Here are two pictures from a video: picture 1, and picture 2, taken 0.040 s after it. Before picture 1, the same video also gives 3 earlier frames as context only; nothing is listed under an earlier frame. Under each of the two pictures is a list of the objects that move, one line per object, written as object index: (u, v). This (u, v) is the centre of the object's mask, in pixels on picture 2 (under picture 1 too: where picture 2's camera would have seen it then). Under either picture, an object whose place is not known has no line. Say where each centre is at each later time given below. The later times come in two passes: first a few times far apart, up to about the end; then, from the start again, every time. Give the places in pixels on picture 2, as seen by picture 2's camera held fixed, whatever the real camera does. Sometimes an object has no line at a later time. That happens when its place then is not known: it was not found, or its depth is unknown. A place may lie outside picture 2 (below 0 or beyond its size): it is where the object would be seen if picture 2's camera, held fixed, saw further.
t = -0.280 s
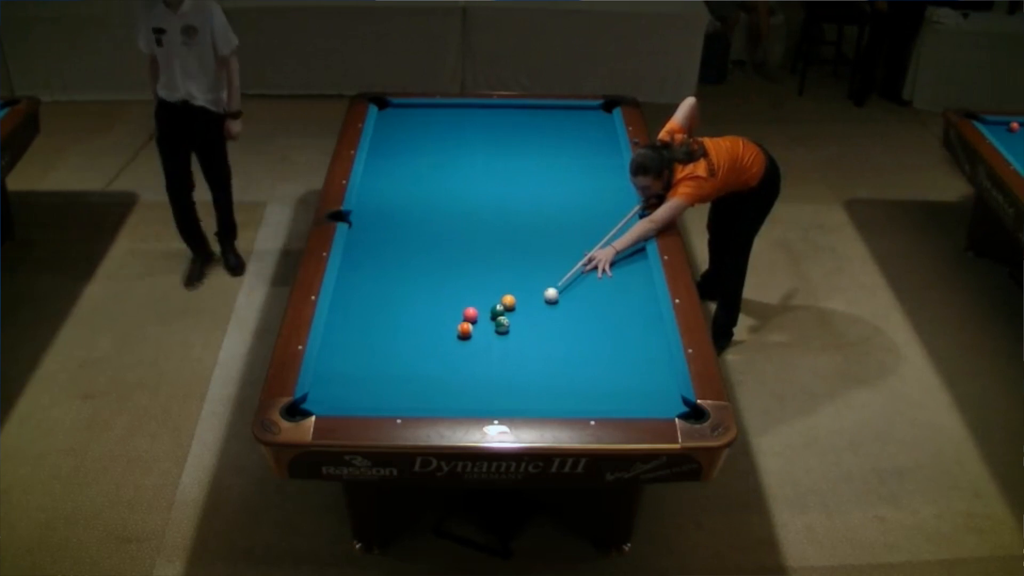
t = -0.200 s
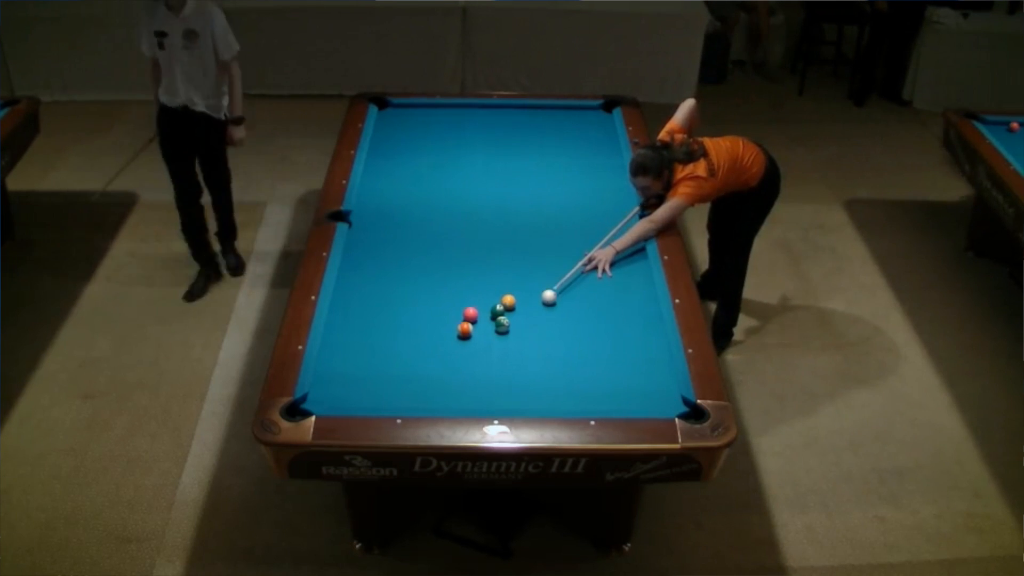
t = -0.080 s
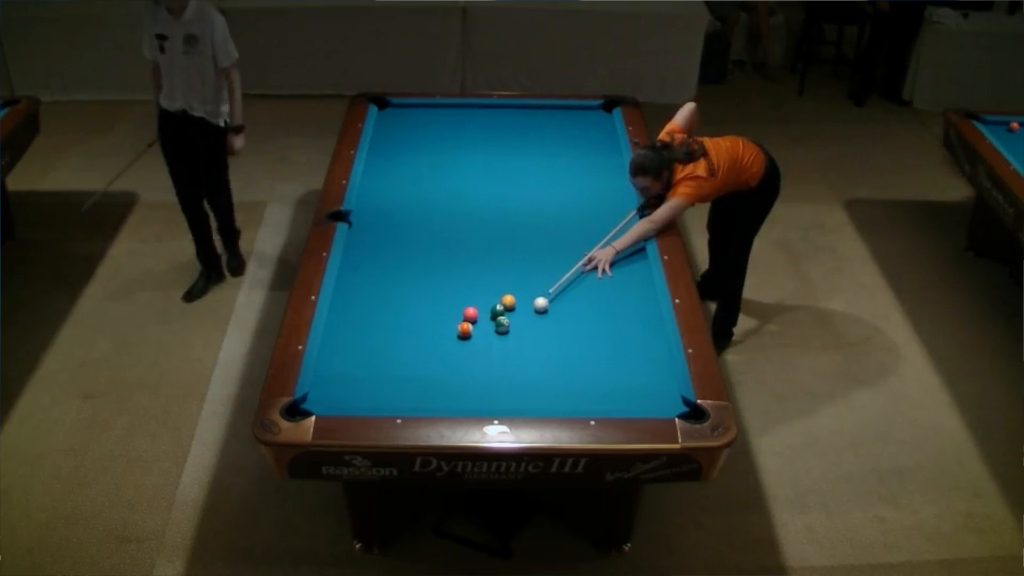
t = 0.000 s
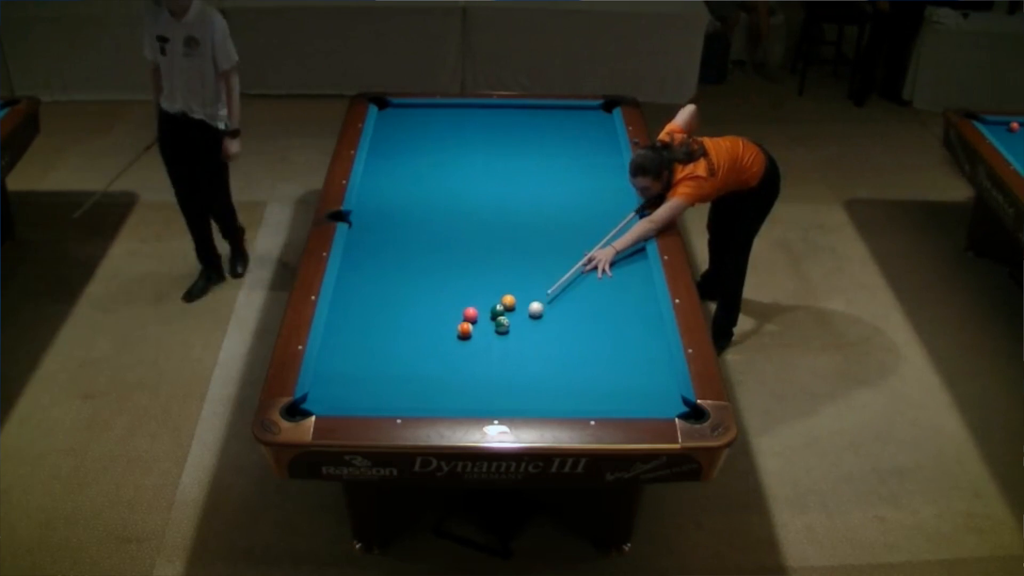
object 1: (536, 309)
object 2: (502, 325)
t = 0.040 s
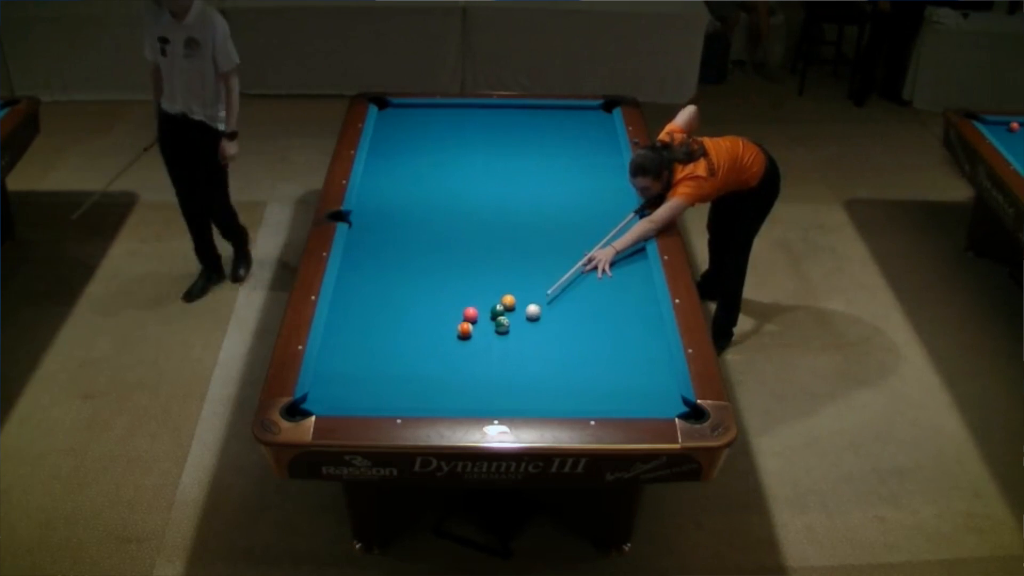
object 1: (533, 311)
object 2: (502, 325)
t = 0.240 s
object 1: (520, 323)
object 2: (502, 325)
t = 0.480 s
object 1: (513, 337)
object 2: (494, 325)
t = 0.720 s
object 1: (508, 352)
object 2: (487, 326)
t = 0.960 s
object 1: (503, 365)
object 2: (480, 326)
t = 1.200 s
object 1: (498, 379)
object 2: (477, 325)
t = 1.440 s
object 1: (493, 392)
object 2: (476, 324)
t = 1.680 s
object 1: (489, 402)
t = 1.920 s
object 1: (486, 398)
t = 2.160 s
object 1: (484, 392)
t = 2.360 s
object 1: (482, 389)
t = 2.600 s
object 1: (481, 384)
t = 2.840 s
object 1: (479, 380)
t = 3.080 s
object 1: (478, 378)
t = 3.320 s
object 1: (477, 376)
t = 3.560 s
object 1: (477, 375)
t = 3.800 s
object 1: (476, 375)
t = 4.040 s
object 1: (476, 375)
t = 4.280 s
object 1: (476, 375)
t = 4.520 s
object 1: (476, 375)
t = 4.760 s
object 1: (476, 375)
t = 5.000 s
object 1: (476, 375)
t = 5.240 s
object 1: (476, 375)
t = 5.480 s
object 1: (476, 375)
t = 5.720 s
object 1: (476, 375)
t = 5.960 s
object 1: (476, 375)
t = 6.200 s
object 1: (476, 375)
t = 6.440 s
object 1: (476, 375)
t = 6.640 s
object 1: (476, 375)
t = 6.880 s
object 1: (476, 375)
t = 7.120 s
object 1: (476, 375)
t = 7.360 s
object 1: (476, 375)
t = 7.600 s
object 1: (476, 375)
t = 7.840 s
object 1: (476, 375)
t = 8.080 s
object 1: (476, 375)
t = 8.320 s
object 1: (476, 375)
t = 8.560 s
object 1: (476, 375)
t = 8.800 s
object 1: (476, 375)
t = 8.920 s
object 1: (476, 375)
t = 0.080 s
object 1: (530, 314)
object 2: (502, 325)
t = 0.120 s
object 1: (528, 316)
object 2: (502, 325)
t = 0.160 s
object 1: (525, 319)
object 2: (502, 325)
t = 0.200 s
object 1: (522, 321)
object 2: (502, 325)
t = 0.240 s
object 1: (520, 323)
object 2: (502, 325)
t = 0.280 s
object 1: (518, 326)
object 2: (502, 325)
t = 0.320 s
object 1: (517, 328)
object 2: (500, 325)
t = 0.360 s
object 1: (515, 331)
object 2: (498, 325)
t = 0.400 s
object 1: (515, 333)
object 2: (497, 325)
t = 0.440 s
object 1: (514, 335)
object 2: (495, 325)
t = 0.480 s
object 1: (513, 337)
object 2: (494, 325)
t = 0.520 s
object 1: (512, 340)
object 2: (493, 325)
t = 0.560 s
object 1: (511, 342)
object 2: (491, 325)
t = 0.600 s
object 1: (510, 345)
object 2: (490, 325)
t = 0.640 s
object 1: (509, 347)
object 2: (489, 326)
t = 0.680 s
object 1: (509, 349)
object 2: (487, 326)
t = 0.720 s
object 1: (508, 352)
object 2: (487, 326)
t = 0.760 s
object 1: (507, 354)
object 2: (485, 325)
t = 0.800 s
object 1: (506, 356)
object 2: (485, 325)
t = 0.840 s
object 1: (505, 359)
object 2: (484, 325)
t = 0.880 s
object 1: (505, 361)
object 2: (483, 325)
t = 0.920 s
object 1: (504, 363)
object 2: (481, 326)
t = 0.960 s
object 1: (503, 365)
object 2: (480, 326)
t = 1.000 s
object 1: (502, 368)
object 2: (479, 325)
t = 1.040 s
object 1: (501, 370)
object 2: (479, 325)
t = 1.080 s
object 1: (500, 373)
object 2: (478, 325)
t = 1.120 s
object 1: (499, 375)
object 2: (478, 325)
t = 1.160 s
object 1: (499, 377)
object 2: (478, 325)
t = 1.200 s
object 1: (498, 379)
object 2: (477, 325)
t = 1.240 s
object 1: (497, 382)
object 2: (477, 325)
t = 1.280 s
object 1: (496, 384)
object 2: (476, 324)
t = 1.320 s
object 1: (495, 386)
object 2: (476, 324)
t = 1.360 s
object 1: (495, 388)
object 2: (476, 324)
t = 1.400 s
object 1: (494, 390)
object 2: (476, 324)
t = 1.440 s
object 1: (493, 392)
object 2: (476, 324)
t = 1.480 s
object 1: (492, 395)
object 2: (476, 324)
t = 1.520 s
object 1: (491, 397)
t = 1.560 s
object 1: (491, 398)
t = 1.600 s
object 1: (490, 399)
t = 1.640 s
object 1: (489, 401)
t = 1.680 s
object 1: (489, 402)
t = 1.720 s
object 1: (488, 403)
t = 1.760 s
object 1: (488, 402)
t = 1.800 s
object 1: (487, 400)
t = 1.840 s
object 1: (487, 400)
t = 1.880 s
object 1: (486, 399)
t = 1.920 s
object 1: (486, 398)
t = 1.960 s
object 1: (485, 398)
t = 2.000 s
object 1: (485, 396)
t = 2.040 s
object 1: (485, 395)
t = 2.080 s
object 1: (484, 394)
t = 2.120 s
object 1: (484, 393)
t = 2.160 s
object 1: (484, 392)
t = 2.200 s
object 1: (484, 392)
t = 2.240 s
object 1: (483, 391)
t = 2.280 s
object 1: (483, 390)
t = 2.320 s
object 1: (483, 389)
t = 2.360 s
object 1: (482, 389)
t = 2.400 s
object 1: (482, 388)
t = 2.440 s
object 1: (482, 387)
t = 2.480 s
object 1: (481, 386)
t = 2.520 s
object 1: (481, 385)
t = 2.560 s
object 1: (481, 385)
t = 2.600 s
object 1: (481, 384)
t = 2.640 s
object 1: (480, 383)
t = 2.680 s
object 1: (480, 383)
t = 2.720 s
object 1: (480, 382)
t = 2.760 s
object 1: (480, 381)
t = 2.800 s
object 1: (480, 381)
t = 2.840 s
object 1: (479, 380)
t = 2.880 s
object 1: (479, 380)
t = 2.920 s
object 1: (479, 380)
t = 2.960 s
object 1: (479, 379)
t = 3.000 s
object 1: (479, 379)
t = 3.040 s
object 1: (478, 378)
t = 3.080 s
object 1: (478, 378)
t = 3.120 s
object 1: (478, 377)
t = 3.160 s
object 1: (478, 377)
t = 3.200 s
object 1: (478, 377)
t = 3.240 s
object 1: (478, 376)
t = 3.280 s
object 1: (478, 376)
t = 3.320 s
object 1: (477, 376)
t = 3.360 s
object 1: (477, 376)
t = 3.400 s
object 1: (477, 376)
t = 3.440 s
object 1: (477, 376)
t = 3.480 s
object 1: (477, 375)
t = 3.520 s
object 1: (477, 375)
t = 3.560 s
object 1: (477, 375)
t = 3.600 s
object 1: (477, 375)
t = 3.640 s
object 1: (477, 375)
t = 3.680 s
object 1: (476, 375)
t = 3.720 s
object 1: (476, 375)
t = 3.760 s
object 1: (476, 375)
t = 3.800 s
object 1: (476, 375)
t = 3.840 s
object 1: (476, 375)
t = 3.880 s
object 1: (476, 375)
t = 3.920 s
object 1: (476, 375)
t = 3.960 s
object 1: (476, 375)
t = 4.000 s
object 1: (476, 375)
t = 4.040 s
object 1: (476, 375)
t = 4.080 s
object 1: (476, 375)
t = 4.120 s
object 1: (476, 375)
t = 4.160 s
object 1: (476, 375)
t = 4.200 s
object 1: (476, 375)
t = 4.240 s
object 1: (476, 375)
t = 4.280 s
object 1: (476, 375)
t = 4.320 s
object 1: (476, 375)
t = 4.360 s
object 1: (476, 375)
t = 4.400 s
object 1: (476, 375)
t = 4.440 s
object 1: (476, 375)
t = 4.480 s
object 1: (476, 375)
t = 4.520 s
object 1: (476, 375)
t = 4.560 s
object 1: (476, 375)
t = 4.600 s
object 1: (476, 375)
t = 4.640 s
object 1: (476, 375)
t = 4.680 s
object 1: (476, 375)
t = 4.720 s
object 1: (476, 375)
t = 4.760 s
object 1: (476, 375)
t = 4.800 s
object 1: (476, 375)
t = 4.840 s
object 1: (476, 375)
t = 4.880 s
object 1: (476, 375)
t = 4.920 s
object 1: (476, 375)
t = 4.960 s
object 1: (476, 375)
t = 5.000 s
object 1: (476, 375)
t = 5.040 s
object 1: (476, 375)
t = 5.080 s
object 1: (476, 375)
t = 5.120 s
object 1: (476, 375)
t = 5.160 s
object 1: (476, 375)
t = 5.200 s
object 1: (476, 375)
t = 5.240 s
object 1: (476, 375)
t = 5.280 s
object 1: (476, 375)
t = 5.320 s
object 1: (476, 375)
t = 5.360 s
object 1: (476, 375)
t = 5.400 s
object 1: (476, 375)
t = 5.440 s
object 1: (476, 375)
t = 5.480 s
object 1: (476, 375)
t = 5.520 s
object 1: (476, 375)
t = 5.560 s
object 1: (476, 375)
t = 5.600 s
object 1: (476, 375)
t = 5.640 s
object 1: (476, 375)
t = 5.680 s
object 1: (476, 375)
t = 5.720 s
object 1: (476, 375)
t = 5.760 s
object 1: (476, 375)
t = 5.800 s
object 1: (476, 375)
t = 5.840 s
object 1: (476, 375)
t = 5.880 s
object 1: (476, 375)
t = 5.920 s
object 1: (476, 375)
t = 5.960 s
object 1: (476, 375)
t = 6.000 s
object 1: (476, 375)
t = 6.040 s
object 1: (476, 375)
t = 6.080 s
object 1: (476, 375)
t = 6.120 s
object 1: (476, 375)
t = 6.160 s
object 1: (476, 375)
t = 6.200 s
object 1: (476, 375)
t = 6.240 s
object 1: (476, 375)
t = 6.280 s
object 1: (476, 375)
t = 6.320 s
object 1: (476, 375)
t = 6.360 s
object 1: (476, 375)
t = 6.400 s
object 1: (476, 375)
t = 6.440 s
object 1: (476, 375)
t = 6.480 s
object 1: (476, 375)
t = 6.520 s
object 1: (476, 375)
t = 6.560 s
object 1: (476, 375)
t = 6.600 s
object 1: (476, 375)
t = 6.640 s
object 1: (476, 375)
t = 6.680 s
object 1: (476, 375)
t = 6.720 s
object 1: (476, 375)
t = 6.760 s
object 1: (476, 375)
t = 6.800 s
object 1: (476, 375)
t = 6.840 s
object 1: (476, 375)
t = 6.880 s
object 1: (476, 375)
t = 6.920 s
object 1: (476, 375)
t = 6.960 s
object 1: (476, 375)
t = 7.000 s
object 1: (476, 375)
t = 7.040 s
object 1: (476, 375)
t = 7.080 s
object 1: (476, 375)
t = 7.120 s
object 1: (476, 375)
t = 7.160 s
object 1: (476, 375)
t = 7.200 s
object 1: (476, 375)
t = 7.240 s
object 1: (476, 375)
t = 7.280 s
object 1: (476, 375)
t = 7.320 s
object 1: (476, 375)
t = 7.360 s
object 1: (476, 375)
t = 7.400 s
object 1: (476, 375)
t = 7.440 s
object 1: (476, 375)
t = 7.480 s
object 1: (476, 375)
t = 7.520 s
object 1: (476, 375)
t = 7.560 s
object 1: (476, 375)
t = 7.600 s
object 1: (476, 375)
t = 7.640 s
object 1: (476, 375)
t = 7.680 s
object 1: (476, 375)
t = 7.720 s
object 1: (476, 375)
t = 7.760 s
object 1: (476, 375)
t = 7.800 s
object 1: (476, 375)
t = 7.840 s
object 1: (476, 375)
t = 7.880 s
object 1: (476, 375)
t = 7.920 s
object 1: (476, 375)
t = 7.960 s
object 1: (476, 375)
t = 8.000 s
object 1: (476, 375)
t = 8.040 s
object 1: (476, 375)
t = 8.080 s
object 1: (476, 375)
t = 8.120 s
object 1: (476, 375)
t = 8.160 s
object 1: (476, 375)
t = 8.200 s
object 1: (476, 375)
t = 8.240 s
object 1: (476, 375)
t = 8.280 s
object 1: (476, 375)
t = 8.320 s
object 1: (476, 375)
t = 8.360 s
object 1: (476, 375)
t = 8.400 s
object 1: (476, 375)
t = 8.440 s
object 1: (476, 375)
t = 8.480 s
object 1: (476, 375)
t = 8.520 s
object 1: (476, 375)
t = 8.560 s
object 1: (476, 375)
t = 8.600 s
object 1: (476, 375)
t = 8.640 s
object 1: (476, 375)
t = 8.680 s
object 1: (476, 375)
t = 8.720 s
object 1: (476, 375)
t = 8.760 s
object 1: (476, 375)
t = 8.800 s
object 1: (476, 375)
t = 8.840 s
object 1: (476, 375)
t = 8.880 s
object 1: (476, 375)
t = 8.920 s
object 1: (476, 375)
